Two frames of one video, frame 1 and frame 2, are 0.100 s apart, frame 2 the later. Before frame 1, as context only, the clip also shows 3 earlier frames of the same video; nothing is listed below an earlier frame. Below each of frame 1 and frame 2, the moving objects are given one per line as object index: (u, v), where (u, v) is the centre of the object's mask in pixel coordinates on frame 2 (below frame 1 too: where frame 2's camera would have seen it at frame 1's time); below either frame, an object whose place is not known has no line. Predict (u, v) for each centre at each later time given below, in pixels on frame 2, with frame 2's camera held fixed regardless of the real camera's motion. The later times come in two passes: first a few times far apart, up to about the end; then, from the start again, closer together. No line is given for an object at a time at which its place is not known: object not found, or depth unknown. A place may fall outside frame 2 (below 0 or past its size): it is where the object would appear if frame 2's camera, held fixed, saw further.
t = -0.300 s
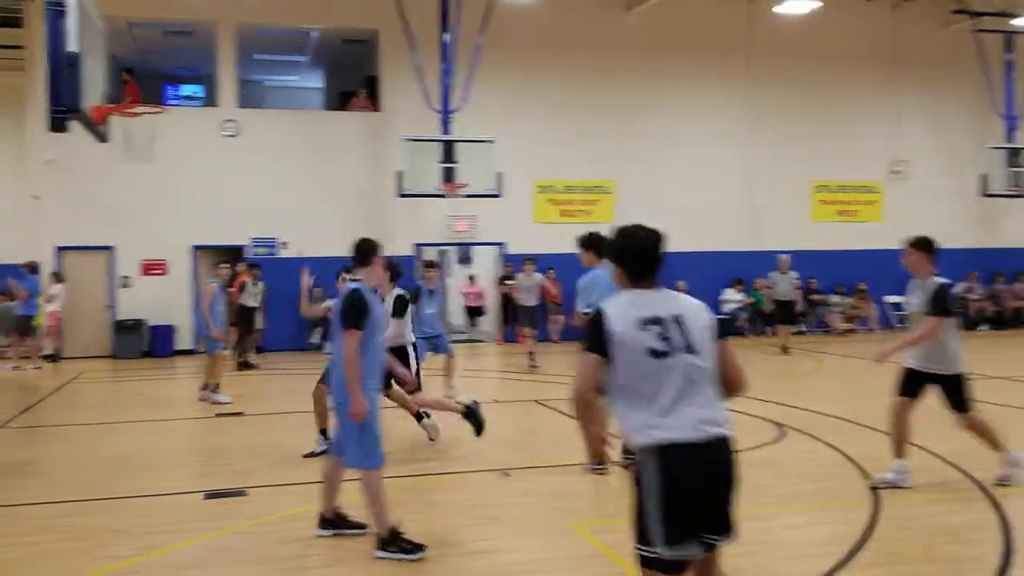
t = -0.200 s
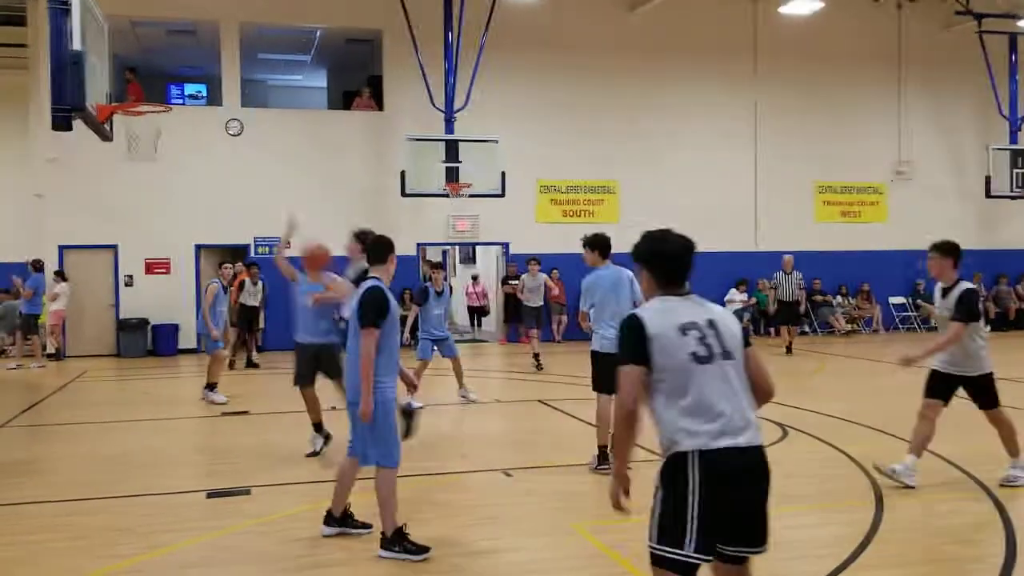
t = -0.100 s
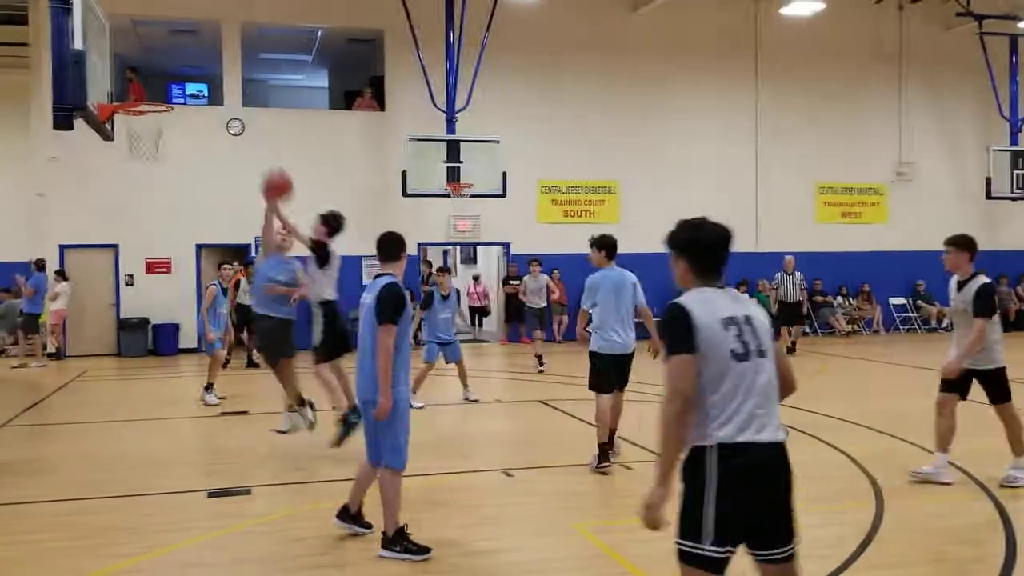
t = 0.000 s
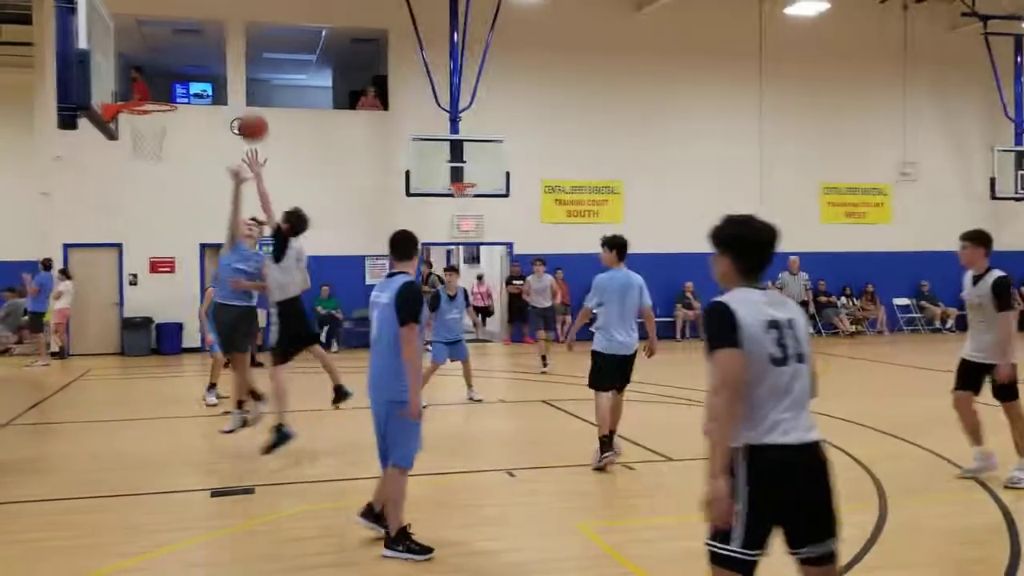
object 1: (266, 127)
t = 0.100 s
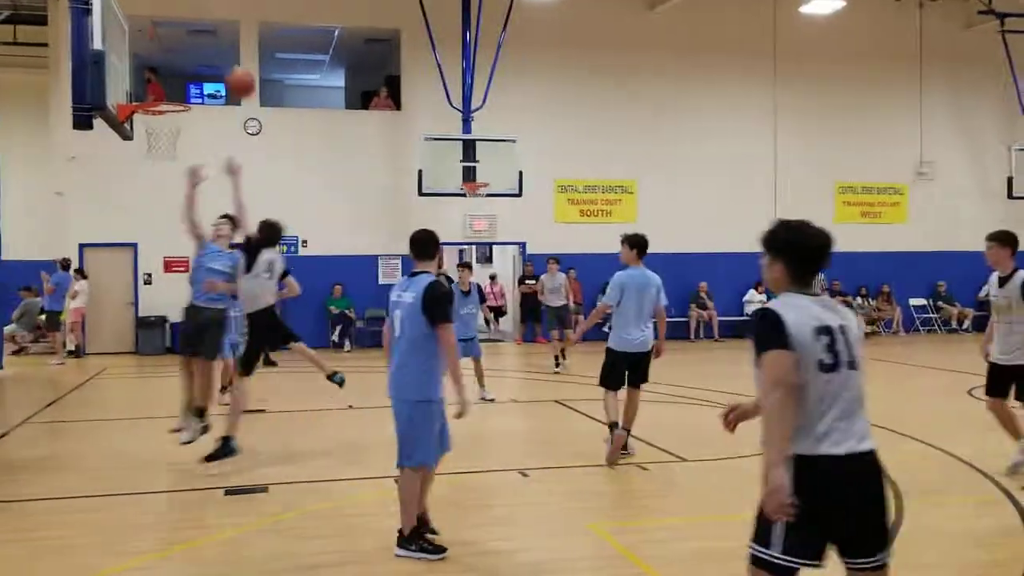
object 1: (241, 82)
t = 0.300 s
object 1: (192, 35)
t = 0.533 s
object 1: (142, 40)
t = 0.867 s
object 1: (177, 88)
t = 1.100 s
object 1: (208, 79)
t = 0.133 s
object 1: (232, 70)
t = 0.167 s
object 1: (223, 61)
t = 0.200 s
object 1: (216, 52)
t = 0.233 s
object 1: (208, 45)
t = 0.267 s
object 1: (200, 39)
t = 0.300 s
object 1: (192, 35)
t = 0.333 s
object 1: (186, 33)
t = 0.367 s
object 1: (178, 31)
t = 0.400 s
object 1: (170, 30)
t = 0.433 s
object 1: (162, 31)
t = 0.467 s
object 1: (155, 33)
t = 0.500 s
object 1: (148, 36)
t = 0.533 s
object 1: (142, 40)
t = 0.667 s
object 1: (142, 63)
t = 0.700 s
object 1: (148, 70)
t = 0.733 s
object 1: (155, 81)
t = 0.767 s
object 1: (163, 88)
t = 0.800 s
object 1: (169, 94)
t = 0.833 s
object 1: (172, 92)
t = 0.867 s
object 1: (177, 88)
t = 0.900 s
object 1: (182, 84)
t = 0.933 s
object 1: (185, 80)
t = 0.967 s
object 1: (190, 77)
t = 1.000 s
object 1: (195, 76)
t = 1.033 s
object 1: (199, 76)
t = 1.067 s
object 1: (204, 77)
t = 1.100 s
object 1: (208, 79)
